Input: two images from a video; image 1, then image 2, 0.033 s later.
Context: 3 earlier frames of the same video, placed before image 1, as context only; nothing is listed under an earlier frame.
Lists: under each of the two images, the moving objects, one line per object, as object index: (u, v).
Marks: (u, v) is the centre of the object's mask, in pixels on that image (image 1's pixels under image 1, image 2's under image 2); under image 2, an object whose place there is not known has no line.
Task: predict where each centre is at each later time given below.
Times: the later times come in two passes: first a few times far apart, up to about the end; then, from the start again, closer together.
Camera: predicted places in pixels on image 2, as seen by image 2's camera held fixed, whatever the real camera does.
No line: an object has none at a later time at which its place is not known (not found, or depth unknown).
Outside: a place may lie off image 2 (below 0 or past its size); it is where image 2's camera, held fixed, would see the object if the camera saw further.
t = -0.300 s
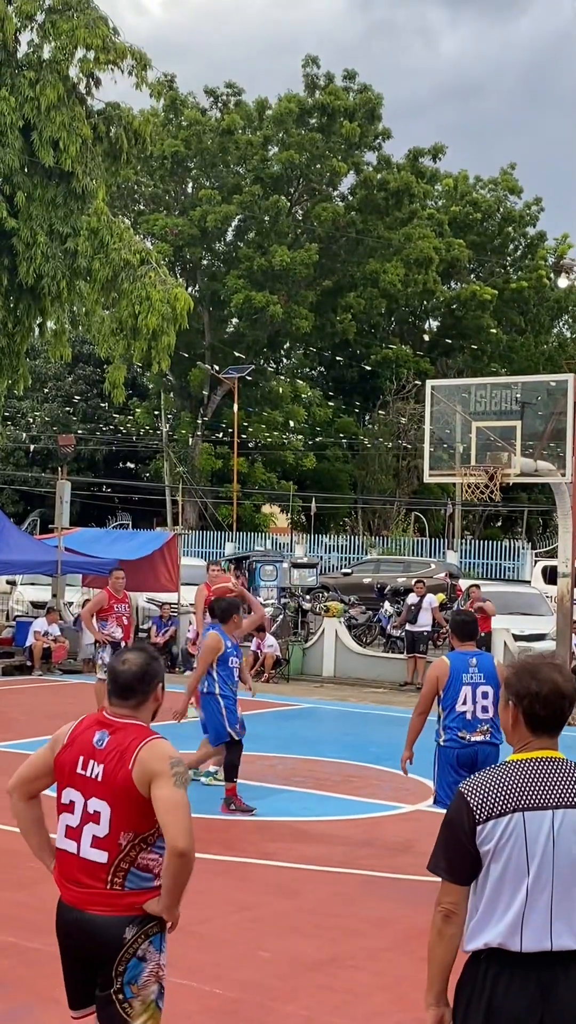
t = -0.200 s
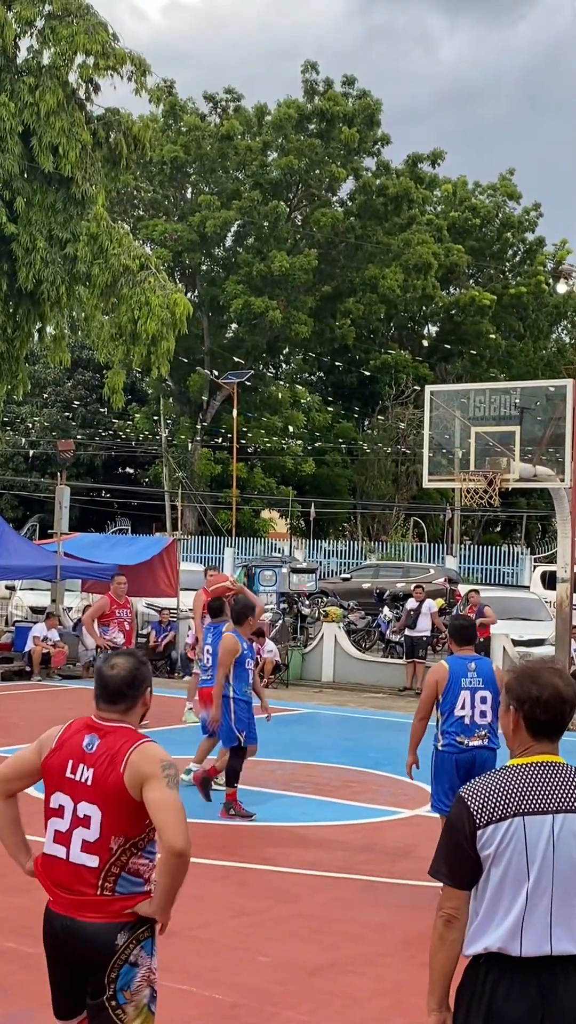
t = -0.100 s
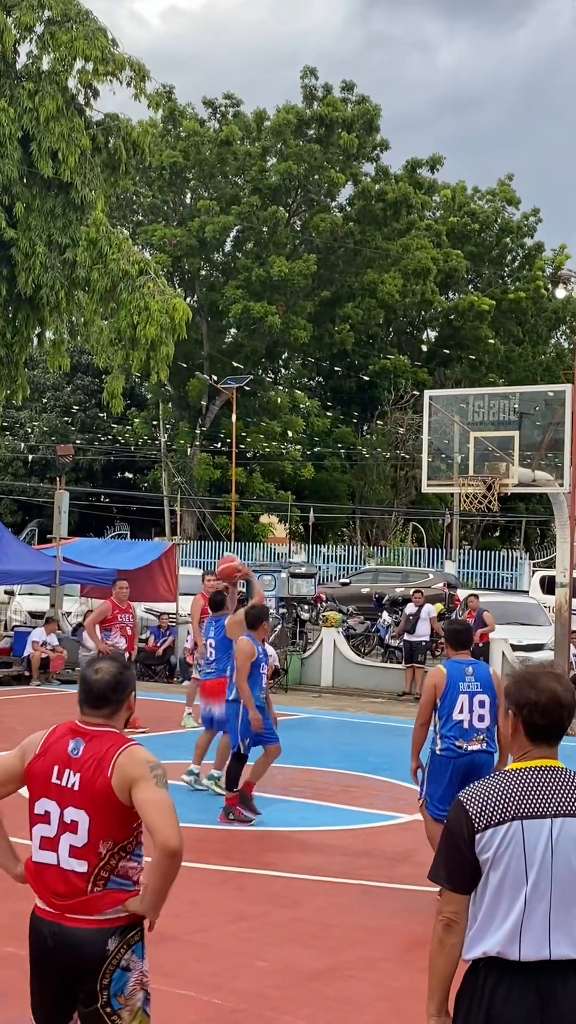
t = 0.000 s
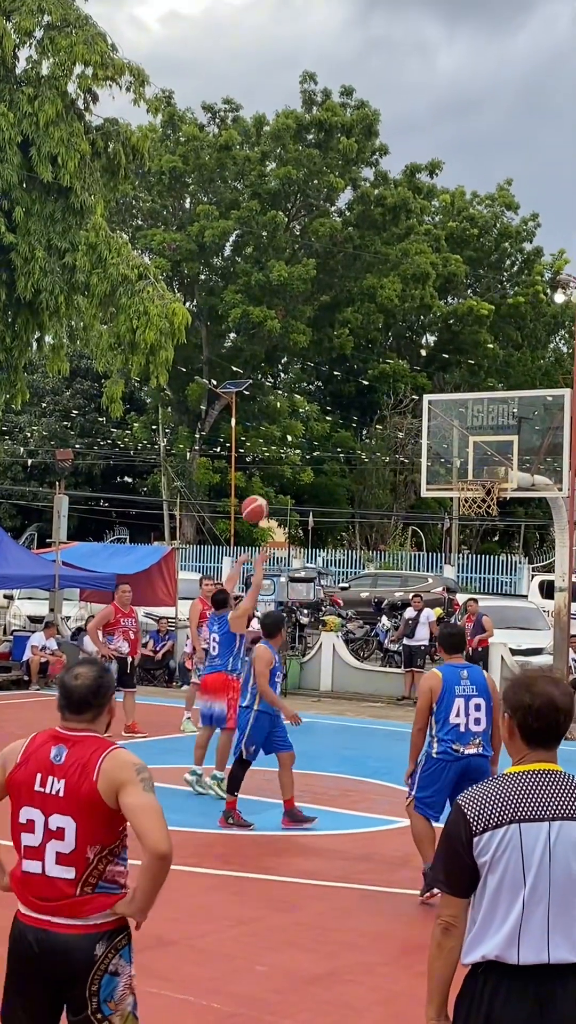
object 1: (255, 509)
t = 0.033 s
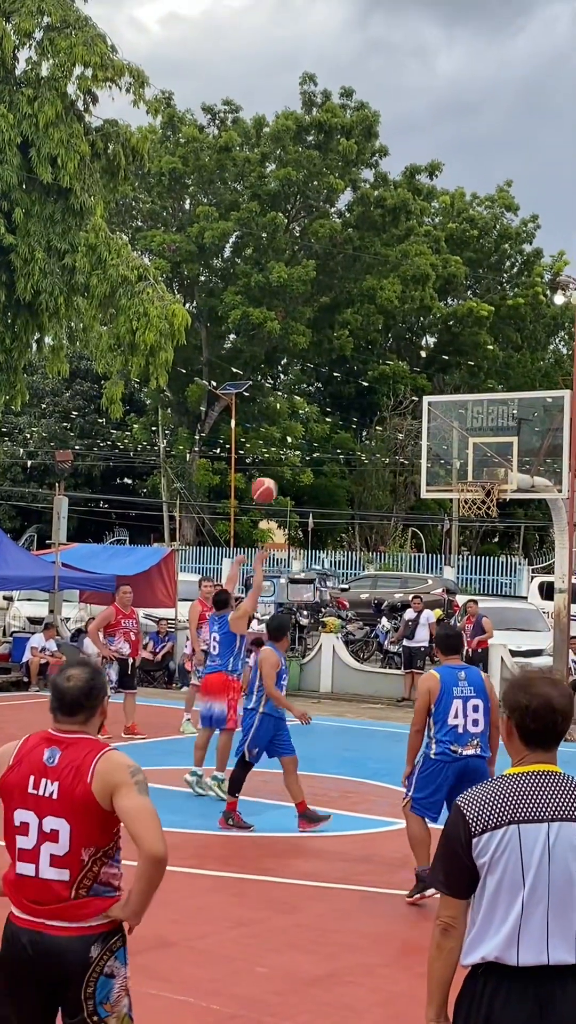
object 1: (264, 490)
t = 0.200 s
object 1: (308, 414)
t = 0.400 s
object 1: (353, 366)
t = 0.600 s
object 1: (393, 359)
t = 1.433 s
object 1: (514, 608)
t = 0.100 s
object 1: (282, 455)
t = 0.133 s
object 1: (291, 440)
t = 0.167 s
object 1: (299, 427)
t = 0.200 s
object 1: (308, 414)
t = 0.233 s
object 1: (316, 403)
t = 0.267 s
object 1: (323, 393)
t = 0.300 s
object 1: (331, 384)
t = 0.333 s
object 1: (339, 377)
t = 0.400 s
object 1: (353, 366)
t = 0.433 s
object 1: (360, 362)
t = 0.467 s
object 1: (367, 360)
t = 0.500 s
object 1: (374, 358)
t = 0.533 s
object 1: (380, 358)
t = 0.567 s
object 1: (386, 358)
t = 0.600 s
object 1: (393, 359)
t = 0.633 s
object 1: (399, 362)
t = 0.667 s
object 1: (405, 365)
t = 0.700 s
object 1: (411, 369)
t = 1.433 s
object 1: (514, 608)
